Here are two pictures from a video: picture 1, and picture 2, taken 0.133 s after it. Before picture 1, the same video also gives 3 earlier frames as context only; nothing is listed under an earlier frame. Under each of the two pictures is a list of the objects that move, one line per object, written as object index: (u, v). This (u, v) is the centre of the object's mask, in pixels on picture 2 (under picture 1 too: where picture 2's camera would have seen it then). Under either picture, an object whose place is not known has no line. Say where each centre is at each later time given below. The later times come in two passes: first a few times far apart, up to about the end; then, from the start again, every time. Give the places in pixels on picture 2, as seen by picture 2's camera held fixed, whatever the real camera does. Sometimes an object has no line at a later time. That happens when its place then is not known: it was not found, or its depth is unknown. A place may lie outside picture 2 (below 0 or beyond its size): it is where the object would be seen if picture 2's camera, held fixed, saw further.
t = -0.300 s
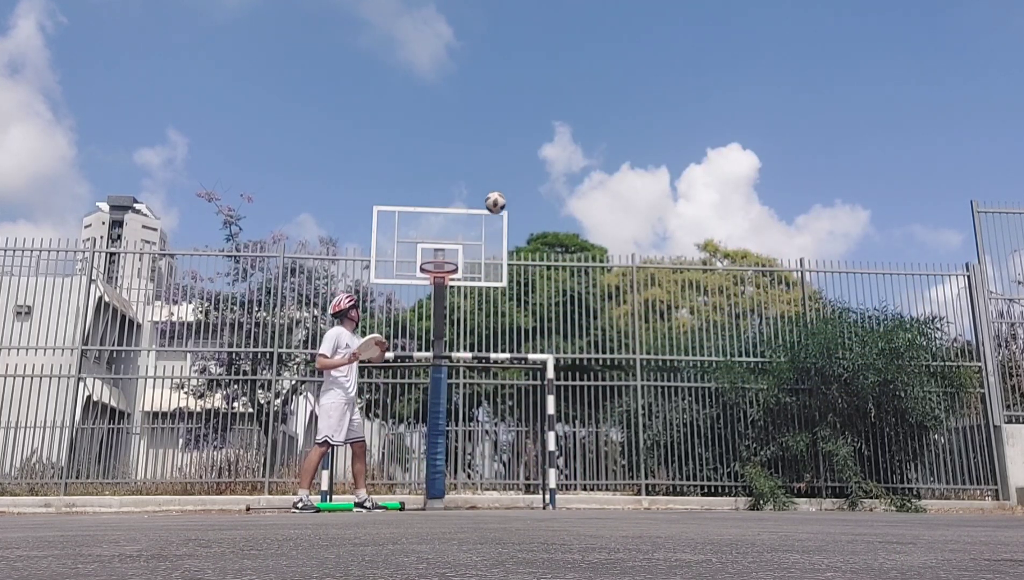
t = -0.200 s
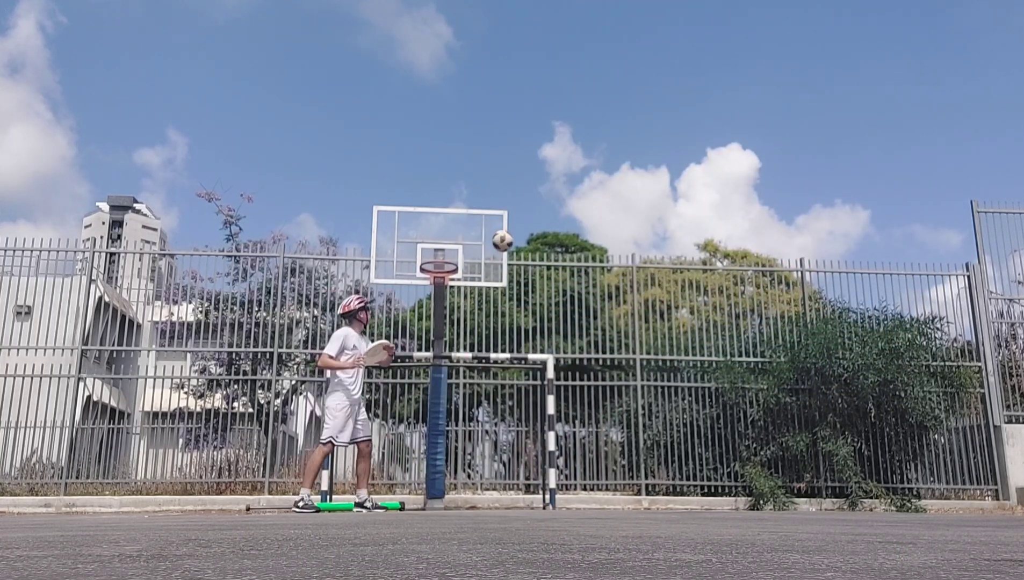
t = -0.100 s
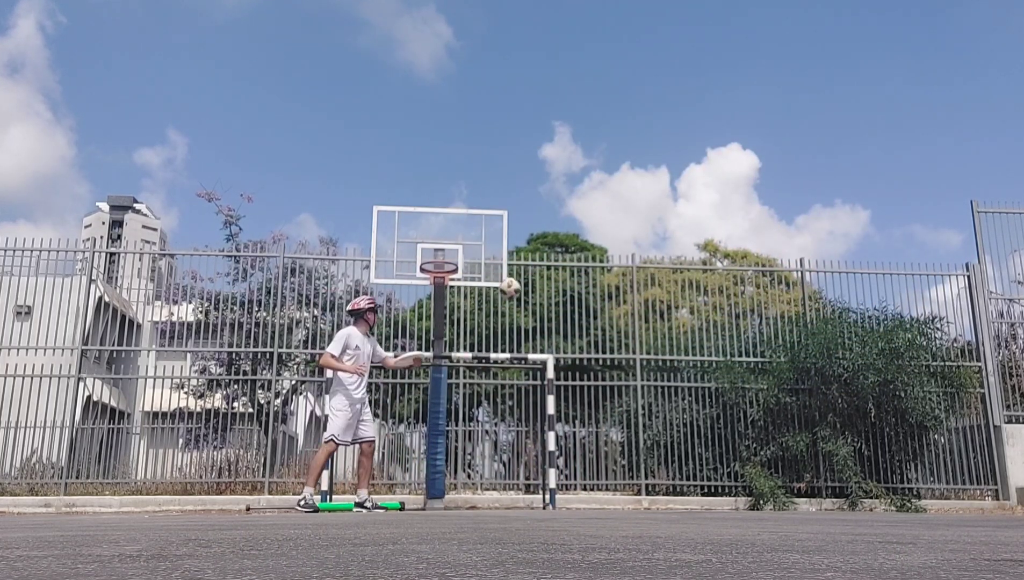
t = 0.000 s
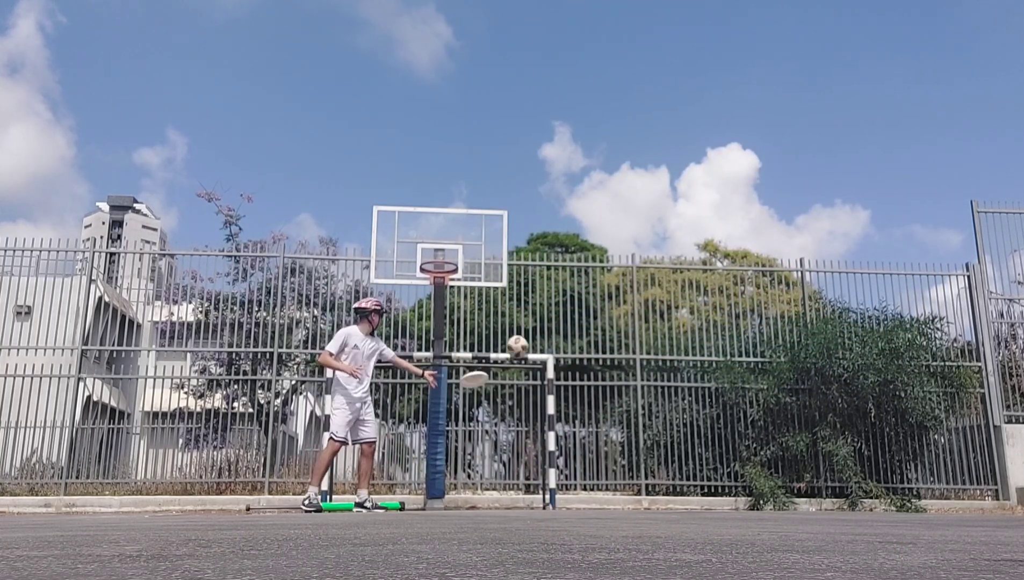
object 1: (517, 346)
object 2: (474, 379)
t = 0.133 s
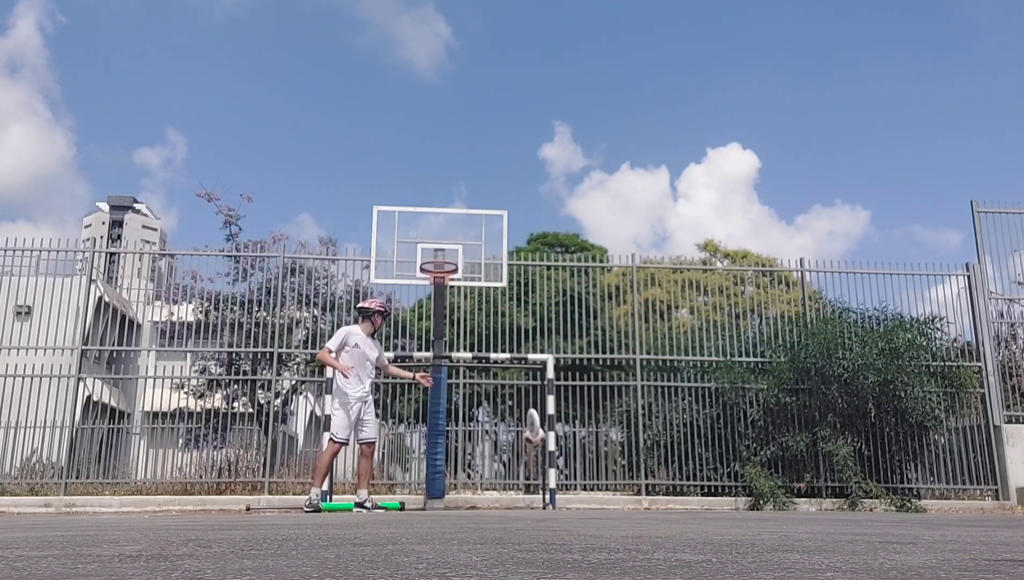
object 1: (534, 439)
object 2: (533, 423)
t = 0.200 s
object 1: (545, 485)
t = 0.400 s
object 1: (561, 441)
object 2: (600, 493)
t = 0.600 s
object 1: (574, 408)
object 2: (648, 496)
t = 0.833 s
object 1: (589, 417)
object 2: (694, 499)
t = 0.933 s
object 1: (596, 437)
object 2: (710, 500)
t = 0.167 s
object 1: (539, 459)
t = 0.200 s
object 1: (545, 485)
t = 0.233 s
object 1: (550, 500)
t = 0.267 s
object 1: (552, 485)
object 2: (569, 491)
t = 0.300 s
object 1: (555, 472)
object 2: (576, 499)
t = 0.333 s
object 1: (557, 461)
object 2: (584, 497)
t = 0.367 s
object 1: (559, 450)
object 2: (592, 496)
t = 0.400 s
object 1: (561, 441)
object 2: (600, 493)
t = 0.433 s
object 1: (563, 431)
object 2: (608, 492)
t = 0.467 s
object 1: (565, 425)
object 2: (617, 491)
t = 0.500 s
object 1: (567, 419)
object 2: (625, 492)
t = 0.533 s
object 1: (569, 414)
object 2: (633, 493)
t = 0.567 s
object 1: (572, 411)
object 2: (641, 497)
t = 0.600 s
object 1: (574, 408)
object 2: (648, 496)
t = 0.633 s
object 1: (576, 406)
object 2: (656, 495)
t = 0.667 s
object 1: (578, 405)
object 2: (662, 494)
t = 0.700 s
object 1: (580, 406)
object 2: (669, 495)
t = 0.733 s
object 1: (582, 408)
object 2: (676, 497)
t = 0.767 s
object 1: (584, 409)
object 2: (683, 498)
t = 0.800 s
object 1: (587, 413)
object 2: (689, 498)
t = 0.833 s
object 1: (589, 417)
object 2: (694, 499)
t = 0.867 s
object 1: (591, 423)
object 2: (700, 499)
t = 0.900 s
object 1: (594, 429)
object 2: (705, 500)
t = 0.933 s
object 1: (596, 437)
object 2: (710, 500)
